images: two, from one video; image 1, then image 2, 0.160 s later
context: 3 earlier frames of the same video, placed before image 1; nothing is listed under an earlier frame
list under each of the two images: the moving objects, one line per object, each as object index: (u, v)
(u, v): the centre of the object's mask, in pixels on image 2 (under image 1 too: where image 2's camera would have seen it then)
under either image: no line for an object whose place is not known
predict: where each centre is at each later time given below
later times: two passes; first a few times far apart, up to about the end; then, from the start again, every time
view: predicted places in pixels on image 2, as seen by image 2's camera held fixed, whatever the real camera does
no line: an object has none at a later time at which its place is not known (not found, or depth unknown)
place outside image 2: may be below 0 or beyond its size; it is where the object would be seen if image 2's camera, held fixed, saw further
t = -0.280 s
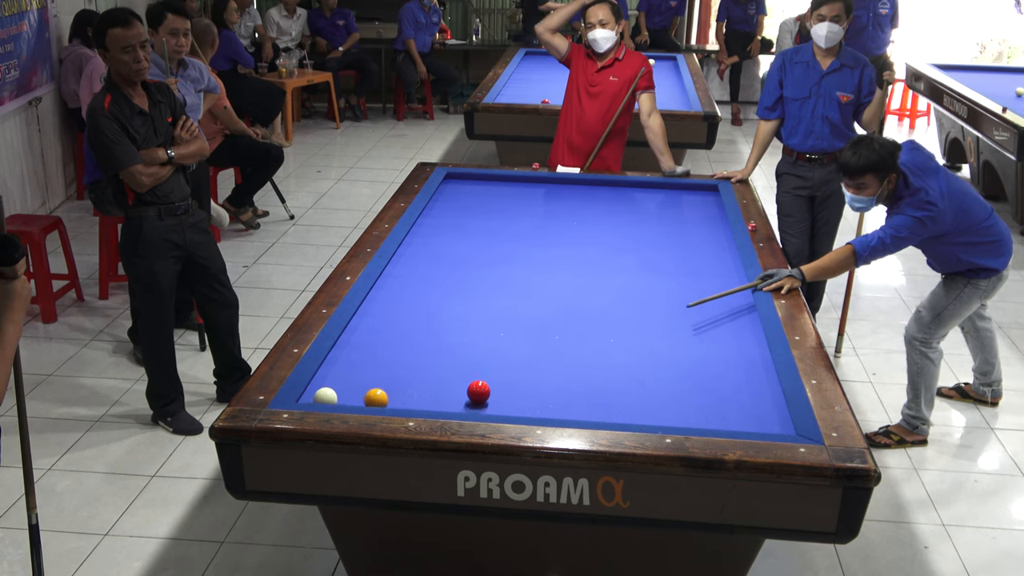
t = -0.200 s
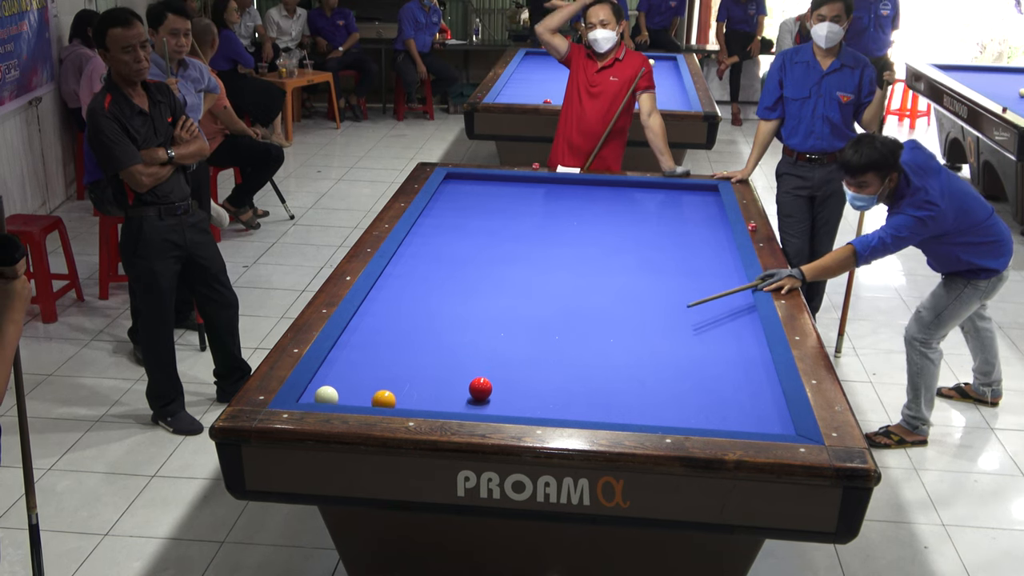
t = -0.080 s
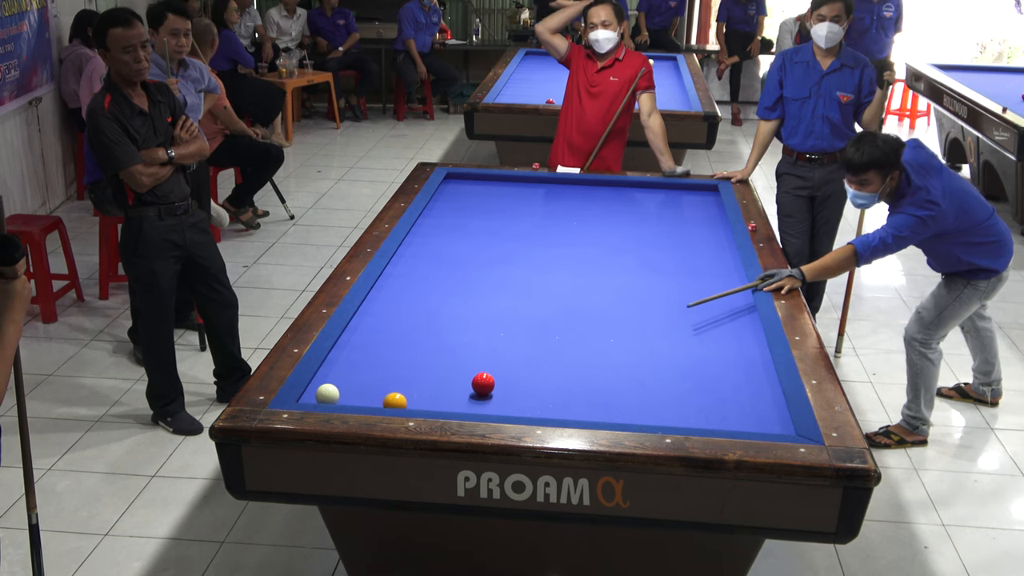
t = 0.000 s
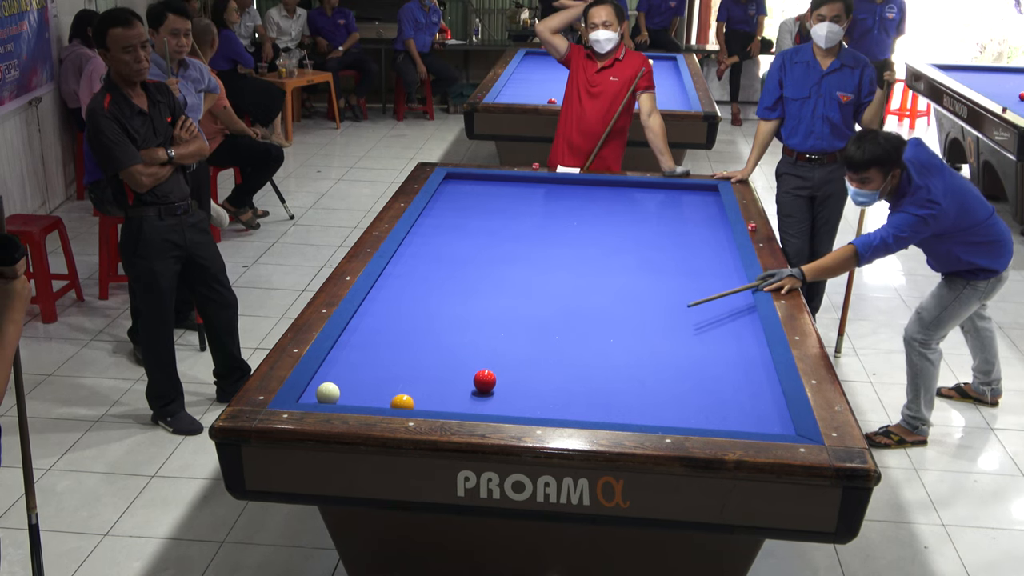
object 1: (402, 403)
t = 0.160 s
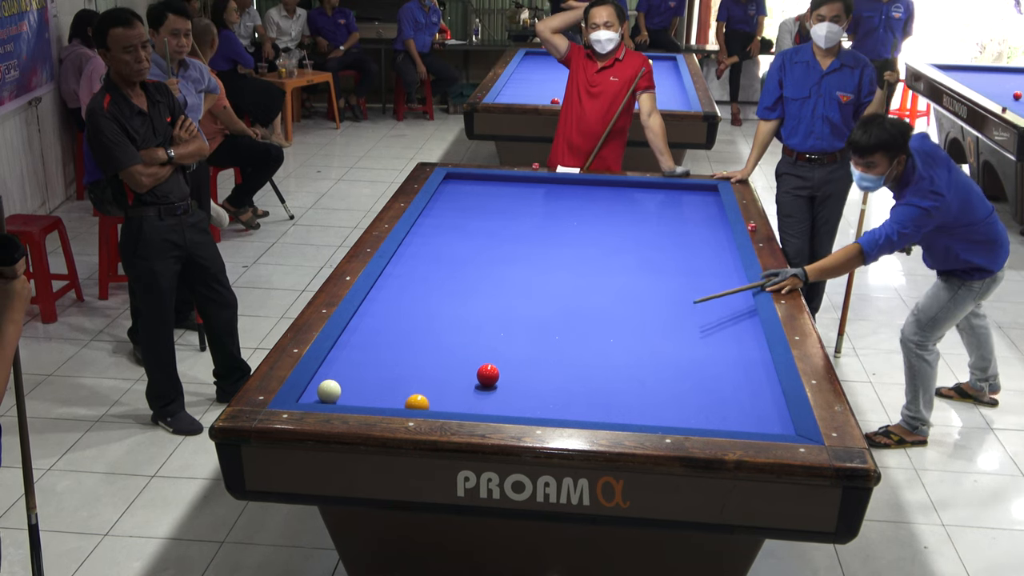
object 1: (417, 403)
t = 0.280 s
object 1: (427, 403)
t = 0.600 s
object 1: (455, 403)
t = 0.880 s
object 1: (477, 403)
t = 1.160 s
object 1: (497, 403)
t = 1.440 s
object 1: (516, 403)
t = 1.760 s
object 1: (536, 403)
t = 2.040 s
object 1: (552, 403)
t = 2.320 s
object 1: (566, 403)
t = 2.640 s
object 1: (581, 402)
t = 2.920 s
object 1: (592, 402)
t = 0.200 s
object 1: (420, 402)
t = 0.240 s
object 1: (424, 403)
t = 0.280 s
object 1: (427, 403)
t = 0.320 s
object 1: (431, 403)
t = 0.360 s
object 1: (434, 403)
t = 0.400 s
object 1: (438, 403)
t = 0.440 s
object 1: (441, 403)
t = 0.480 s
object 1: (444, 403)
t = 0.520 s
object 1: (448, 403)
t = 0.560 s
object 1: (451, 403)
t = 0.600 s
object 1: (455, 403)
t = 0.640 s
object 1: (458, 403)
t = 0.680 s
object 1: (461, 403)
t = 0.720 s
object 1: (464, 403)
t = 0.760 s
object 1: (467, 403)
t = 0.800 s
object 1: (470, 403)
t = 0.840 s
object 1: (473, 403)
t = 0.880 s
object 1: (477, 403)
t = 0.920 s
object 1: (479, 403)
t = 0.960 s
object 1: (482, 403)
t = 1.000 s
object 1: (485, 403)
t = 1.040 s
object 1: (488, 403)
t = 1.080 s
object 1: (491, 403)
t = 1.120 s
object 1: (494, 403)
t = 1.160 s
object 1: (497, 403)
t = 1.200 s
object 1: (500, 403)
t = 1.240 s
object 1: (503, 403)
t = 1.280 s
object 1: (505, 403)
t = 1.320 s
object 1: (508, 403)
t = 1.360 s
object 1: (510, 403)
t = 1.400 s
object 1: (513, 403)
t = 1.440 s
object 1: (516, 403)
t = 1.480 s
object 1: (518, 403)
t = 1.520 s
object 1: (521, 403)
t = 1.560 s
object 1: (523, 403)
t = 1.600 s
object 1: (527, 404)
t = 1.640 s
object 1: (528, 403)
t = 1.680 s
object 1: (531, 403)
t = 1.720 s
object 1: (533, 403)
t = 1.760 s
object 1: (536, 403)
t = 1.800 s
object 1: (538, 403)
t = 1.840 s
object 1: (540, 403)
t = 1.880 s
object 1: (542, 404)
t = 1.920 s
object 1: (545, 404)
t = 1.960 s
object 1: (547, 403)
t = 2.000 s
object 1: (549, 403)
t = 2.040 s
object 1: (552, 403)
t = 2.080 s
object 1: (554, 403)
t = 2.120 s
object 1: (556, 403)
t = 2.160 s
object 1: (558, 403)
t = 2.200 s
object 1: (560, 403)
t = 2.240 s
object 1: (562, 403)
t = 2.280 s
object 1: (564, 402)
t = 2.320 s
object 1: (566, 403)
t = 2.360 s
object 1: (568, 403)
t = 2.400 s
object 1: (570, 403)
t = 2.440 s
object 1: (572, 403)
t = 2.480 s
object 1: (574, 403)
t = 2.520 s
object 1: (576, 402)
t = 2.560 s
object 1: (577, 402)
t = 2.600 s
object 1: (579, 403)
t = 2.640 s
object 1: (581, 402)
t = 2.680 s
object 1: (583, 402)
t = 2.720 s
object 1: (584, 402)
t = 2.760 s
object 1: (586, 402)
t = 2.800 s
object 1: (588, 402)
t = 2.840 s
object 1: (589, 402)
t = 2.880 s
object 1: (591, 402)
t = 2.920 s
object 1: (592, 402)
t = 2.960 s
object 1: (594, 402)
